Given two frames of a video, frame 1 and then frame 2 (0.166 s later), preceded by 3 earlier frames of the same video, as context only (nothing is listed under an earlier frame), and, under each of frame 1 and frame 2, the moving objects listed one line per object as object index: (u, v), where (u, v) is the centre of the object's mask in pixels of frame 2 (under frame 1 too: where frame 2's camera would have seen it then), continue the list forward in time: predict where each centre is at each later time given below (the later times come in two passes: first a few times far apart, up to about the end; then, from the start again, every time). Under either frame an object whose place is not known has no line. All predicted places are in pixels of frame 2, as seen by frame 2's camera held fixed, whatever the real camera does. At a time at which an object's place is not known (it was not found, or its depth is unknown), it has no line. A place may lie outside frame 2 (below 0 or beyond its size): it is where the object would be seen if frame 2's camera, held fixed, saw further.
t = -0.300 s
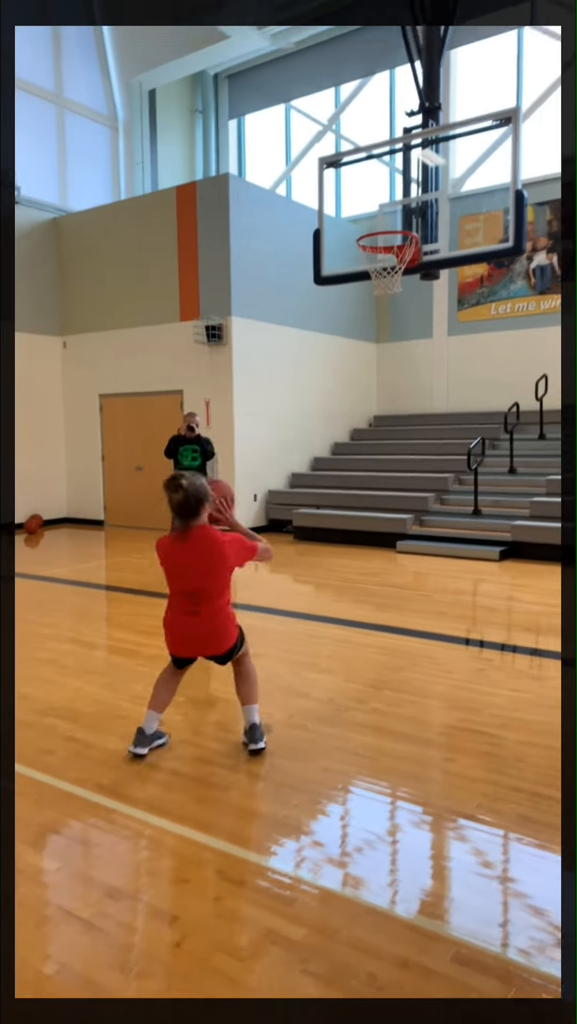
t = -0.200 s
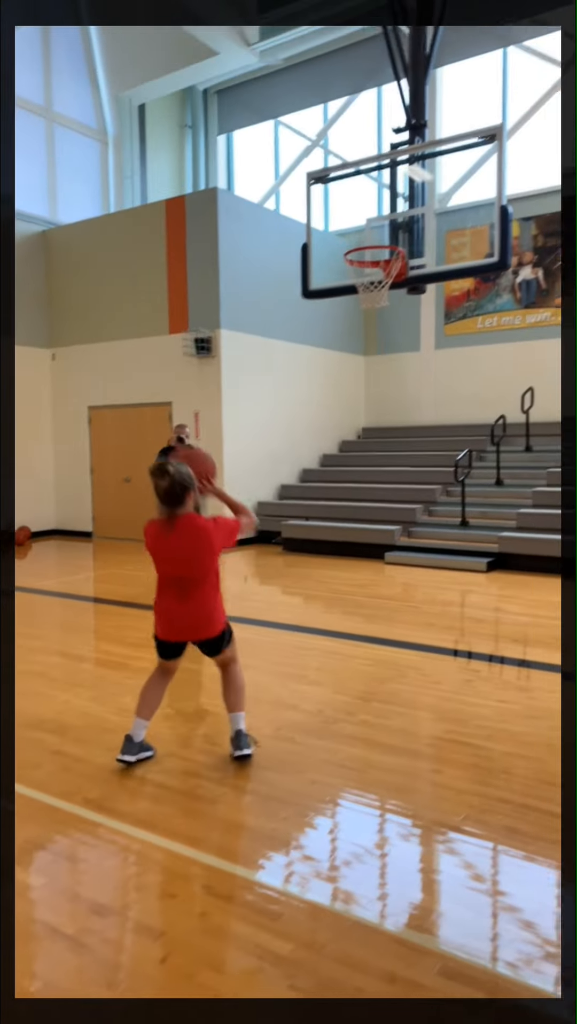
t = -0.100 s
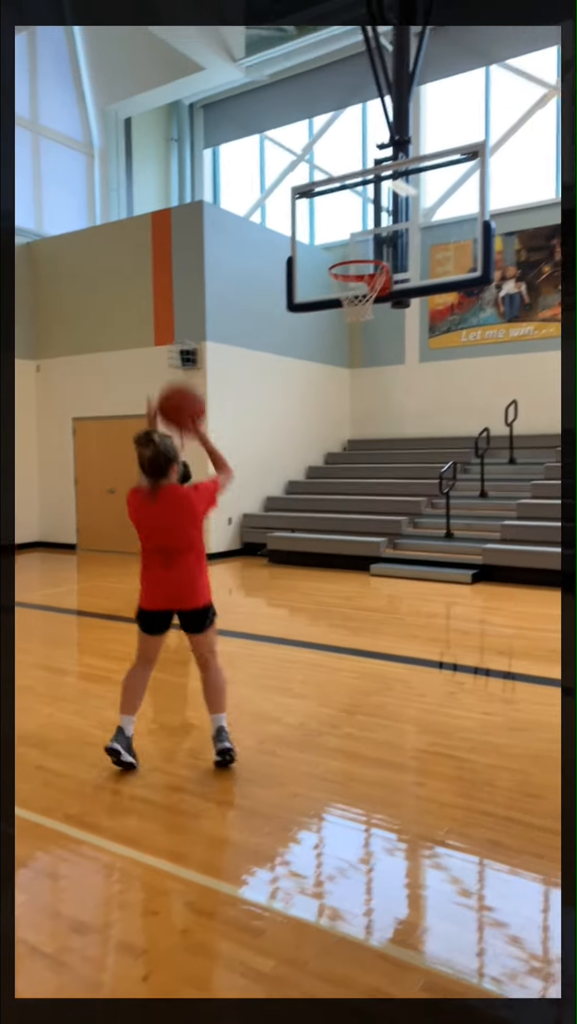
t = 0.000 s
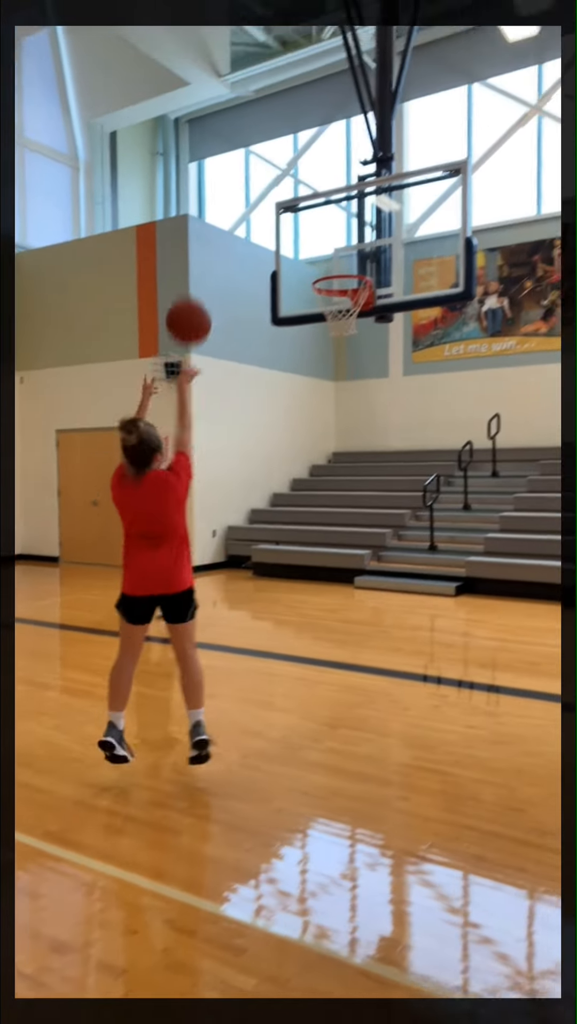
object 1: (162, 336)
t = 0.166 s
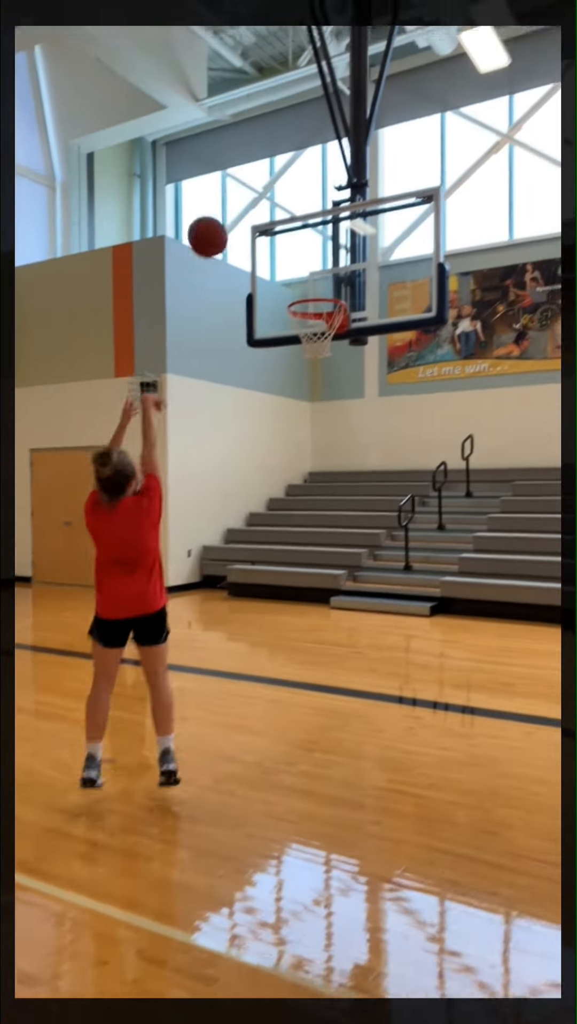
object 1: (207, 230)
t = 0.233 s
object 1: (222, 206)
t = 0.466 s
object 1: (267, 192)
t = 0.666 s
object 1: (296, 239)
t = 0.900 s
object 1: (323, 322)
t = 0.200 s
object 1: (215, 217)
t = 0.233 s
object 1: (222, 206)
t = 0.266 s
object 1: (229, 200)
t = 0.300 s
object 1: (236, 193)
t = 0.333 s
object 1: (242, 189)
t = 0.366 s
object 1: (249, 187)
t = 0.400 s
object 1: (255, 188)
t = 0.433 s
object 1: (261, 188)
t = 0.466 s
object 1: (267, 192)
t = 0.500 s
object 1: (272, 195)
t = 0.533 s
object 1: (277, 202)
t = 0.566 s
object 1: (282, 210)
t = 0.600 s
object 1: (286, 218)
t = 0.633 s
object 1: (291, 228)
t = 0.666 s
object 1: (296, 239)
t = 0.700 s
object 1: (300, 251)
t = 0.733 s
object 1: (304, 264)
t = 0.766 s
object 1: (308, 278)
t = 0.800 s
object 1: (312, 290)
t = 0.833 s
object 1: (313, 303)
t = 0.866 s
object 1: (316, 320)
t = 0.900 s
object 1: (323, 322)
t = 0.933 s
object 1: (326, 322)
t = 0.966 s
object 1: (319, 334)
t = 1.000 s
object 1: (318, 330)
